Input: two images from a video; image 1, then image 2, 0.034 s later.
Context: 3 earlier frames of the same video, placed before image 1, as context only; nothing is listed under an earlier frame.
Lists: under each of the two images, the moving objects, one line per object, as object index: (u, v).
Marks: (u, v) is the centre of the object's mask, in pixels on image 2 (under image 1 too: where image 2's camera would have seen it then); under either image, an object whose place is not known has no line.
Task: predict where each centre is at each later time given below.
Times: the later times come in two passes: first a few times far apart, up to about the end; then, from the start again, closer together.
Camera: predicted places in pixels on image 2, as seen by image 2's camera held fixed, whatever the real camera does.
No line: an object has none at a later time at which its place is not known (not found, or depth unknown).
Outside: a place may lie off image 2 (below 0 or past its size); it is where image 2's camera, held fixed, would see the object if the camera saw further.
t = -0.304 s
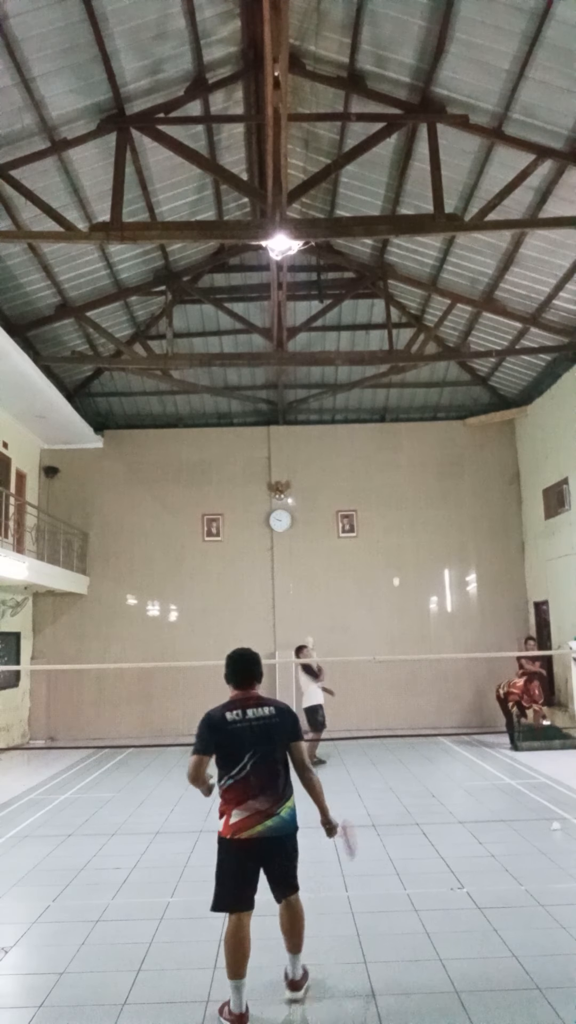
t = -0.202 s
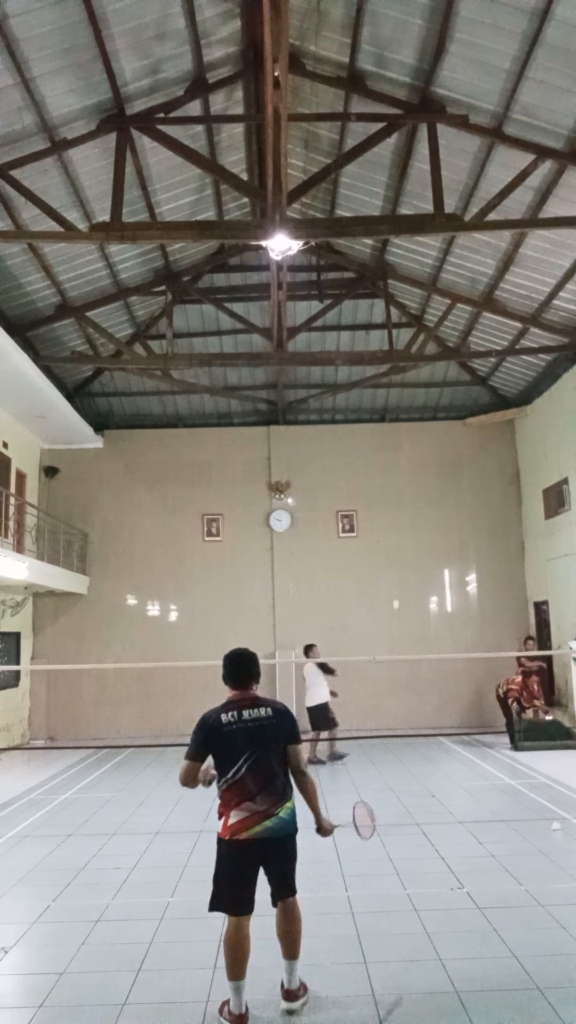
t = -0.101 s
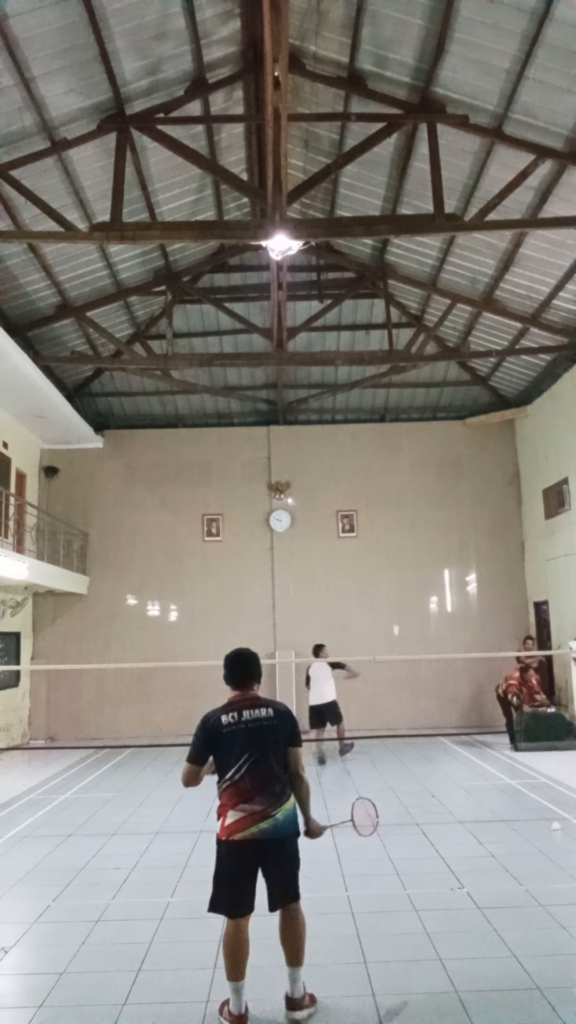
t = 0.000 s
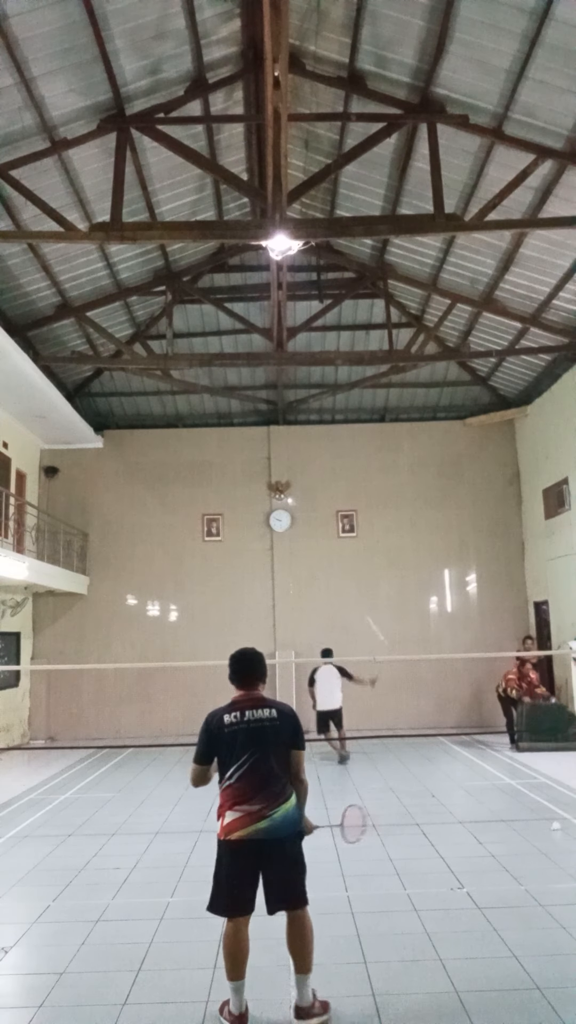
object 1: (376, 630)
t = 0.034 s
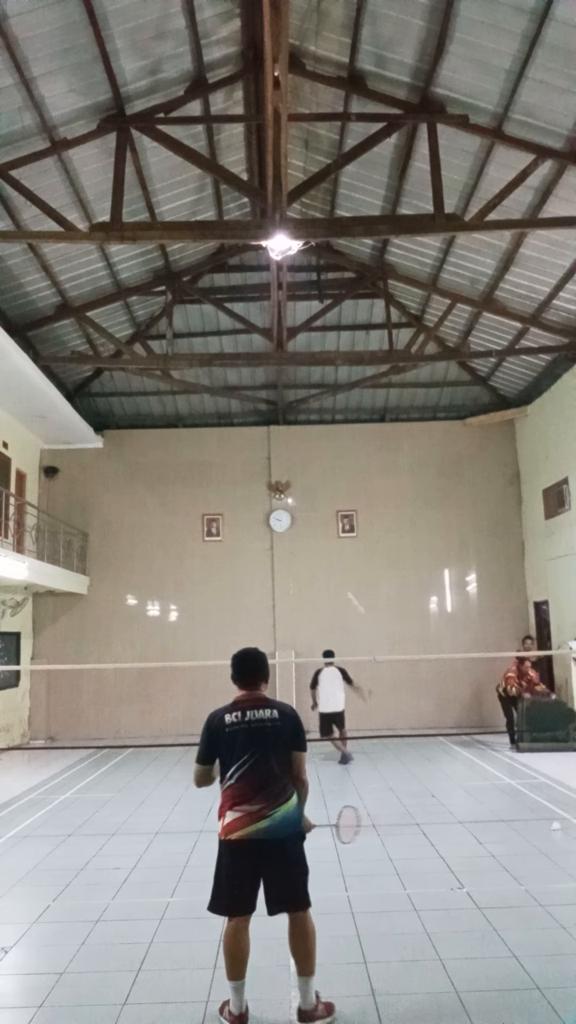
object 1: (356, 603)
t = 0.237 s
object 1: (264, 506)
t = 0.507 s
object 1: (180, 462)
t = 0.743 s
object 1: (116, 483)
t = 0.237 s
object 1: (264, 506)
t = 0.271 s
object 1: (252, 497)
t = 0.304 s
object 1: (240, 488)
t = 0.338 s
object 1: (229, 481)
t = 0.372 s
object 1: (219, 475)
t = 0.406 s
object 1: (209, 470)
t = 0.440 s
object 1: (199, 467)
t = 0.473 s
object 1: (189, 464)
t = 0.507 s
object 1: (180, 462)
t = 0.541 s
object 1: (170, 462)
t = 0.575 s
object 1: (161, 463)
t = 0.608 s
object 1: (152, 465)
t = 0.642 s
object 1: (143, 467)
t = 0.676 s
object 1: (134, 471)
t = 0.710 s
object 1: (125, 476)
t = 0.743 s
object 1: (116, 483)
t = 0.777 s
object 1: (108, 491)
